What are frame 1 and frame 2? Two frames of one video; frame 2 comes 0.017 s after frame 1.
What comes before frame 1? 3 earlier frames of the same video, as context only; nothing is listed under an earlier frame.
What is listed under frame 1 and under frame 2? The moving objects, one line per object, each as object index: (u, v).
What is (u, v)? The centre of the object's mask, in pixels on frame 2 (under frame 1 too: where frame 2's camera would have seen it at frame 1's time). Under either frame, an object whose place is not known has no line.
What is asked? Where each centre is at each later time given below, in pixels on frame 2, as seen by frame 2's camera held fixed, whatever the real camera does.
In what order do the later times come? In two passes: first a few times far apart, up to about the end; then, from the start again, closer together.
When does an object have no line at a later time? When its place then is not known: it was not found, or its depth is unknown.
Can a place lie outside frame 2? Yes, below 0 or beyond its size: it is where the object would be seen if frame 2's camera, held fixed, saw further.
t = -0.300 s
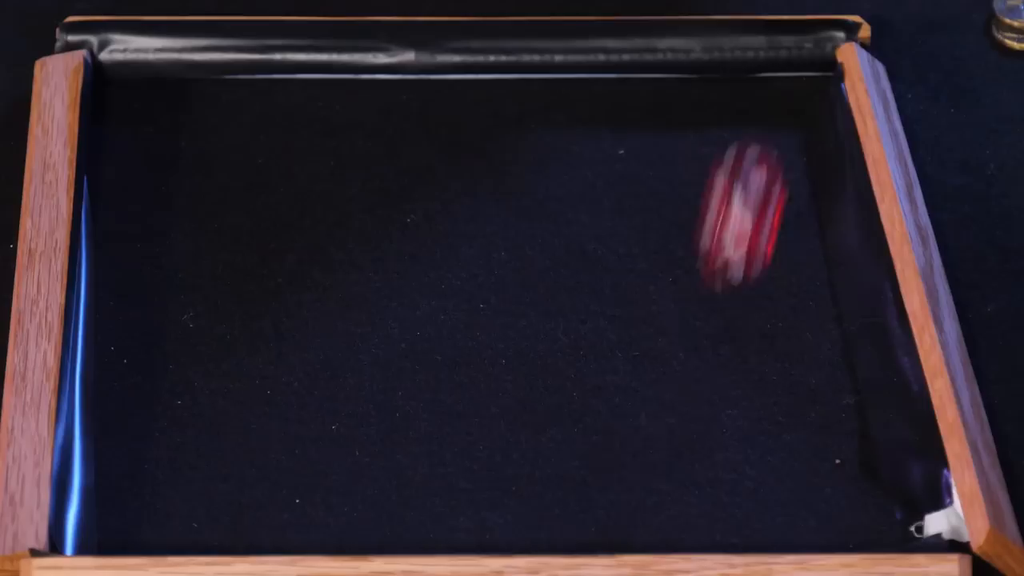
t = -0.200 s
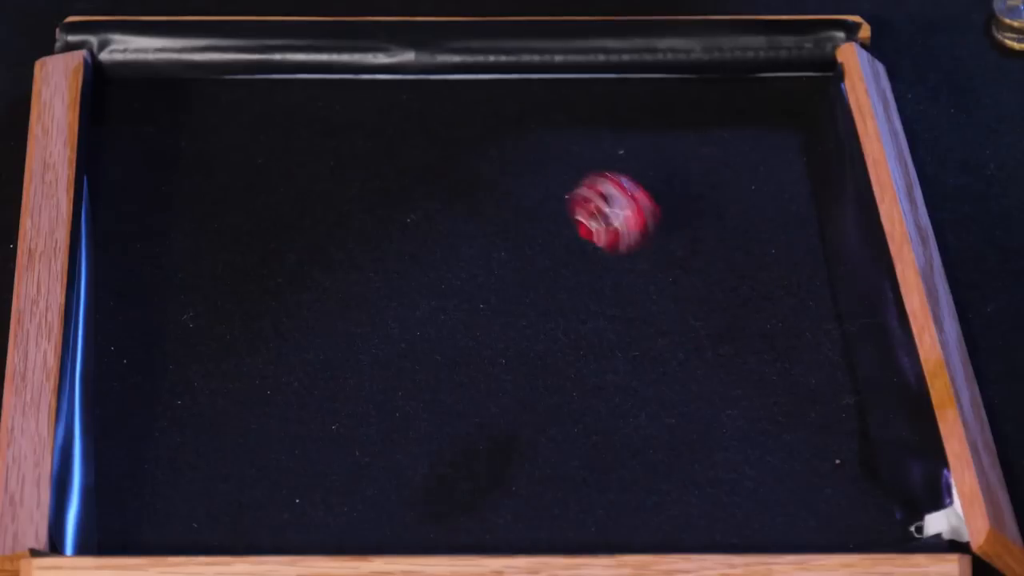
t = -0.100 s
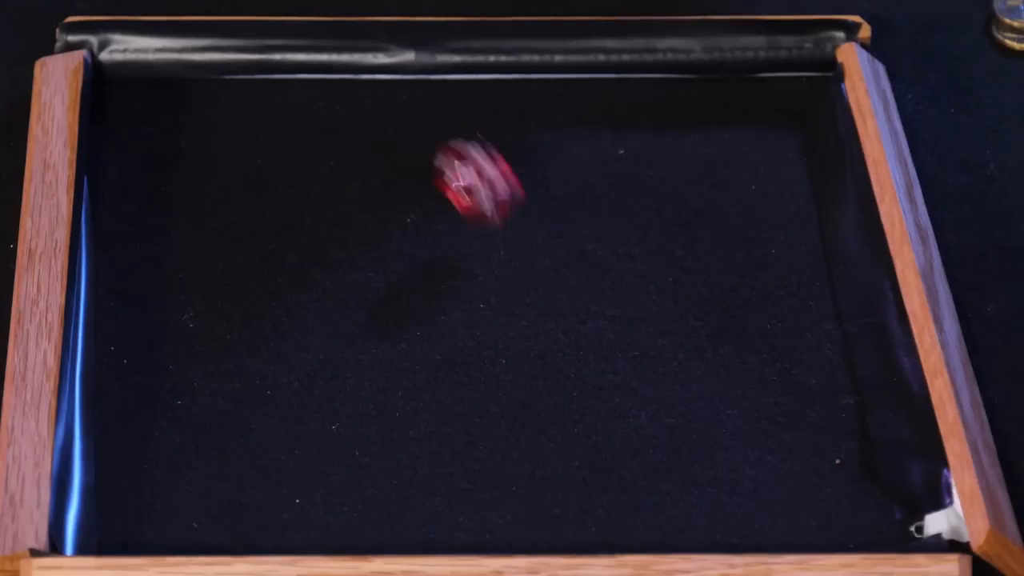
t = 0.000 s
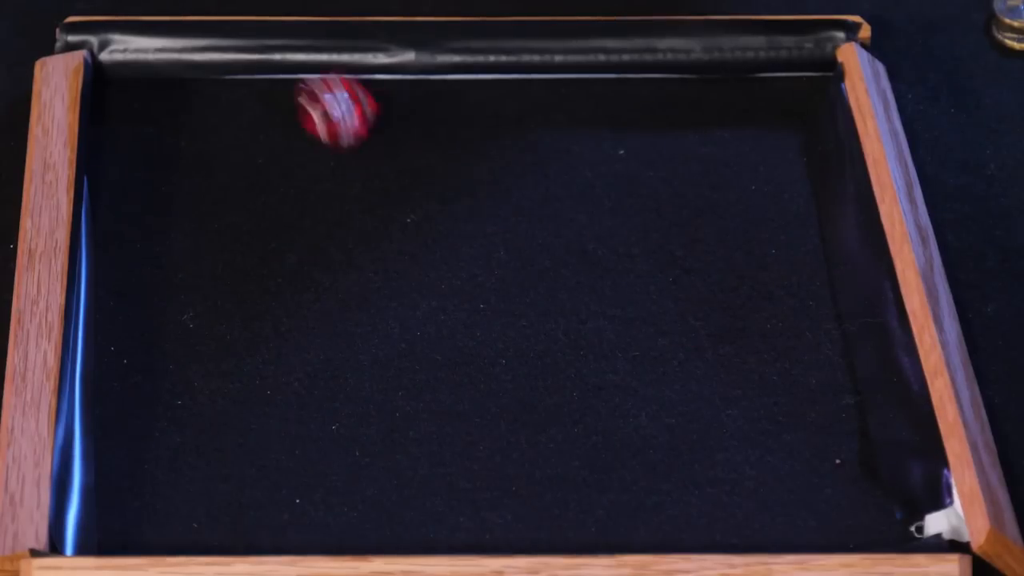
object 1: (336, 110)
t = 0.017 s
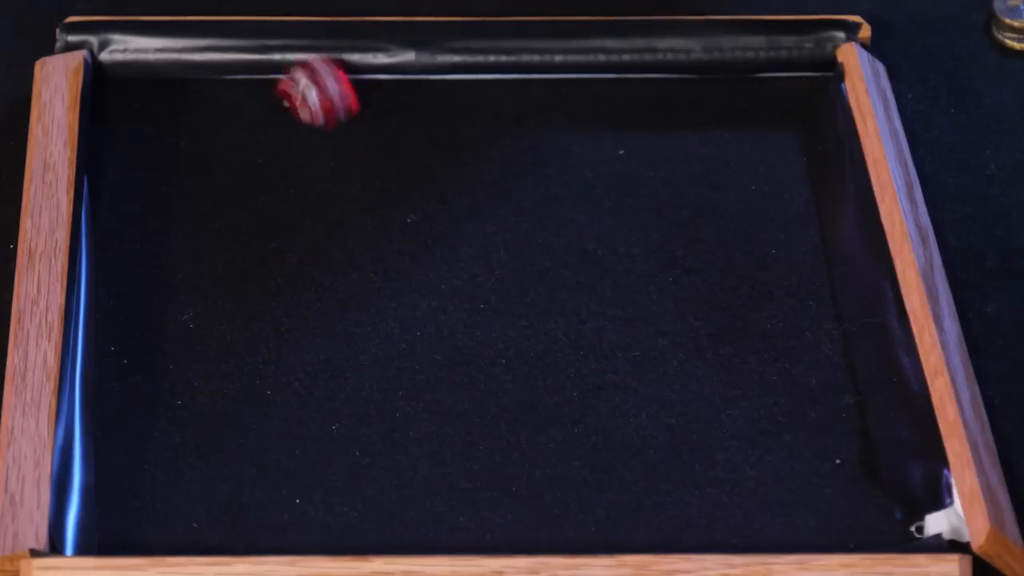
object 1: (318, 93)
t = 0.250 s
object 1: (147, 77)
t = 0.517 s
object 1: (145, 78)
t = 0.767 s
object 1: (140, 76)
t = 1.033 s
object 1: (140, 76)
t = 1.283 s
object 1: (140, 76)
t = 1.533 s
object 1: (140, 76)
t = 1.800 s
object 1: (140, 76)
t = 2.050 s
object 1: (141, 76)
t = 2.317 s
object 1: (140, 76)
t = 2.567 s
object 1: (140, 76)
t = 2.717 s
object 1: (140, 76)
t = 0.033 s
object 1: (301, 77)
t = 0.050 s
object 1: (287, 62)
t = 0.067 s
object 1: (274, 57)
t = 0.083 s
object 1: (262, 59)
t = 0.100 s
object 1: (251, 70)
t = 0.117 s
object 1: (239, 81)
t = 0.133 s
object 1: (228, 74)
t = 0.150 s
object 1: (216, 71)
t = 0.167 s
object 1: (205, 76)
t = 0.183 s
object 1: (194, 75)
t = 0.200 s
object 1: (182, 77)
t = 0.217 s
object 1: (171, 78)
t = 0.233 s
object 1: (159, 76)
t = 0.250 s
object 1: (147, 77)
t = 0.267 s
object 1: (137, 77)
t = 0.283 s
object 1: (128, 76)
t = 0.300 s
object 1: (125, 76)
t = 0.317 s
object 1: (127, 75)
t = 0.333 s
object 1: (129, 76)
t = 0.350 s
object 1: (131, 76)
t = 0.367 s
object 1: (134, 76)
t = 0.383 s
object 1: (137, 76)
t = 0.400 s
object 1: (141, 76)
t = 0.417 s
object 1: (144, 76)
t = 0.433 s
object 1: (145, 77)
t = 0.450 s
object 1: (145, 78)
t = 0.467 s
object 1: (145, 78)
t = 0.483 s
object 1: (145, 78)
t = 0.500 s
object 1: (146, 78)
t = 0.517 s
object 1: (145, 78)
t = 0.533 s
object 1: (144, 77)
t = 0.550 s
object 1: (143, 77)
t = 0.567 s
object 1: (141, 77)
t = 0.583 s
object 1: (140, 76)
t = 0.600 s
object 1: (139, 76)
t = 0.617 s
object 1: (140, 76)
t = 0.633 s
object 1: (140, 76)
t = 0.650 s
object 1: (141, 76)
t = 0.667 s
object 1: (141, 76)
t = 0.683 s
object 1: (140, 76)
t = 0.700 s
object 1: (140, 76)
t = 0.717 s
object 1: (140, 76)
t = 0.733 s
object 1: (140, 76)
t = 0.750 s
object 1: (140, 76)
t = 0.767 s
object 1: (140, 76)
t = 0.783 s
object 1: (140, 76)
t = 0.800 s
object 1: (140, 76)
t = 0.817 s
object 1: (140, 76)
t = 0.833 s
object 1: (140, 76)
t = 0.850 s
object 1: (140, 76)
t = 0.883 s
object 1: (140, 76)
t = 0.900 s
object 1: (140, 76)
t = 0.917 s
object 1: (140, 76)
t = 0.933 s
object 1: (140, 76)
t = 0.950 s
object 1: (140, 76)
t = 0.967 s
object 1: (140, 76)
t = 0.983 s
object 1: (140, 76)
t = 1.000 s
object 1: (140, 76)
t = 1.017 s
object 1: (140, 76)
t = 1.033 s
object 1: (140, 76)
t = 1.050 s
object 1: (140, 76)
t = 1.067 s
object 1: (140, 76)
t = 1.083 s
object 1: (140, 76)
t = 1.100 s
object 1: (140, 76)
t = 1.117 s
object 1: (140, 76)
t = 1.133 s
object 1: (140, 76)
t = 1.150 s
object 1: (140, 76)
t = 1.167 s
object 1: (140, 76)
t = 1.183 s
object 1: (140, 76)
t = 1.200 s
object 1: (140, 76)
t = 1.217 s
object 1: (140, 76)
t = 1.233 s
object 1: (140, 76)
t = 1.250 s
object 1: (140, 76)
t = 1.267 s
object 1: (140, 76)
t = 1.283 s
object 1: (140, 76)
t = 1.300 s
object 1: (140, 76)
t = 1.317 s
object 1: (140, 76)
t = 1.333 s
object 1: (140, 76)
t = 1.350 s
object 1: (140, 76)
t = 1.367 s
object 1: (140, 76)
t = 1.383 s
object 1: (140, 76)
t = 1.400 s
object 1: (140, 76)
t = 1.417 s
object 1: (140, 76)
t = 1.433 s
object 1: (140, 76)
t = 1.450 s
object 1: (140, 76)
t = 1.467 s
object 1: (140, 76)
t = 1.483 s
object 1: (140, 76)
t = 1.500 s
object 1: (140, 76)
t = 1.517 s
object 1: (140, 76)
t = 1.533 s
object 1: (140, 76)
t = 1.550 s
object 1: (140, 76)
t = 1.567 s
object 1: (140, 76)
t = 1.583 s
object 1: (140, 76)
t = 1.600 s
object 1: (140, 76)
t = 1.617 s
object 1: (140, 76)
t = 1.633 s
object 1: (140, 76)
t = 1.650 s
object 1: (140, 76)
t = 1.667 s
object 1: (141, 76)
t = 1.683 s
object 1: (140, 76)
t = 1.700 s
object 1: (140, 76)
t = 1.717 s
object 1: (141, 76)
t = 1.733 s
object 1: (141, 76)
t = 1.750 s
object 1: (141, 76)
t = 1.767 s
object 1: (141, 76)
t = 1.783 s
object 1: (140, 76)
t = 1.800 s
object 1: (140, 76)
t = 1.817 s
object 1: (140, 76)
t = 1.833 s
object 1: (141, 76)
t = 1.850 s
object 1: (141, 76)
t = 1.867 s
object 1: (141, 76)
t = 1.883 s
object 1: (141, 76)
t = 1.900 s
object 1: (141, 76)
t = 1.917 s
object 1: (141, 76)
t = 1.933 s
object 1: (141, 76)
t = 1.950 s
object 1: (141, 76)
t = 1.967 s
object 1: (141, 76)
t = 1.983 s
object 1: (141, 76)
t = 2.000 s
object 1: (141, 76)
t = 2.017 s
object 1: (141, 76)
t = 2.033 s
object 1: (141, 76)
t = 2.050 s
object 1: (141, 76)
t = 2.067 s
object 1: (141, 76)
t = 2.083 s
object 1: (141, 76)
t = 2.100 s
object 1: (141, 76)
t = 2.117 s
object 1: (141, 76)
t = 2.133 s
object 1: (140, 76)
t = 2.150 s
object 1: (140, 76)
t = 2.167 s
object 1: (140, 76)
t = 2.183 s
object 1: (140, 76)
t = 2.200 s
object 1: (141, 76)
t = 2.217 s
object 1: (141, 76)
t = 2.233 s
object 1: (141, 76)
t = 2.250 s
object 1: (140, 76)
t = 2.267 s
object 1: (140, 76)
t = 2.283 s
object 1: (141, 76)
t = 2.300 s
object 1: (140, 76)
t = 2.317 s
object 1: (140, 76)
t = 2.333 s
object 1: (141, 76)
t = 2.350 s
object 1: (141, 76)
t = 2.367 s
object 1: (141, 76)
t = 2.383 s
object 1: (140, 76)
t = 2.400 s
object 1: (140, 76)
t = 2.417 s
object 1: (140, 76)
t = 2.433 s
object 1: (140, 76)
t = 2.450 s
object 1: (140, 76)
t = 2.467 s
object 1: (140, 76)
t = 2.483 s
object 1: (140, 76)
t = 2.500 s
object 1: (140, 76)
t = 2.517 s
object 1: (140, 76)
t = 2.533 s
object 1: (140, 76)
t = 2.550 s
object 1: (140, 76)
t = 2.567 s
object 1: (140, 76)
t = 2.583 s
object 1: (140, 76)
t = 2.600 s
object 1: (140, 76)
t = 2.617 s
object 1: (141, 76)
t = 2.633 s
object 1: (140, 76)
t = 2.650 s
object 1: (141, 76)
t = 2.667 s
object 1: (141, 76)
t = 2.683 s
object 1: (140, 76)
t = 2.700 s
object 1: (141, 76)
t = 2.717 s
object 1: (140, 76)
